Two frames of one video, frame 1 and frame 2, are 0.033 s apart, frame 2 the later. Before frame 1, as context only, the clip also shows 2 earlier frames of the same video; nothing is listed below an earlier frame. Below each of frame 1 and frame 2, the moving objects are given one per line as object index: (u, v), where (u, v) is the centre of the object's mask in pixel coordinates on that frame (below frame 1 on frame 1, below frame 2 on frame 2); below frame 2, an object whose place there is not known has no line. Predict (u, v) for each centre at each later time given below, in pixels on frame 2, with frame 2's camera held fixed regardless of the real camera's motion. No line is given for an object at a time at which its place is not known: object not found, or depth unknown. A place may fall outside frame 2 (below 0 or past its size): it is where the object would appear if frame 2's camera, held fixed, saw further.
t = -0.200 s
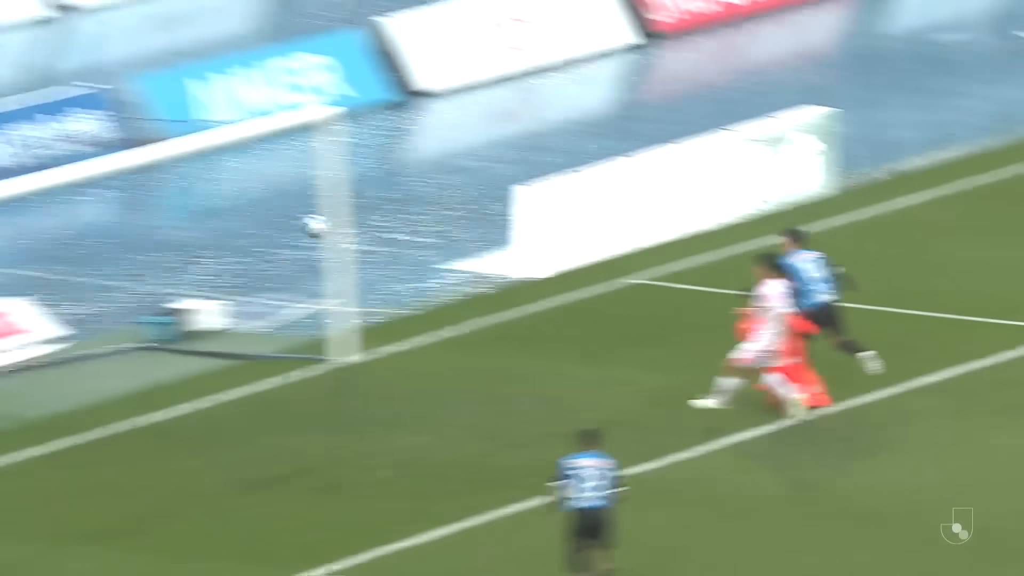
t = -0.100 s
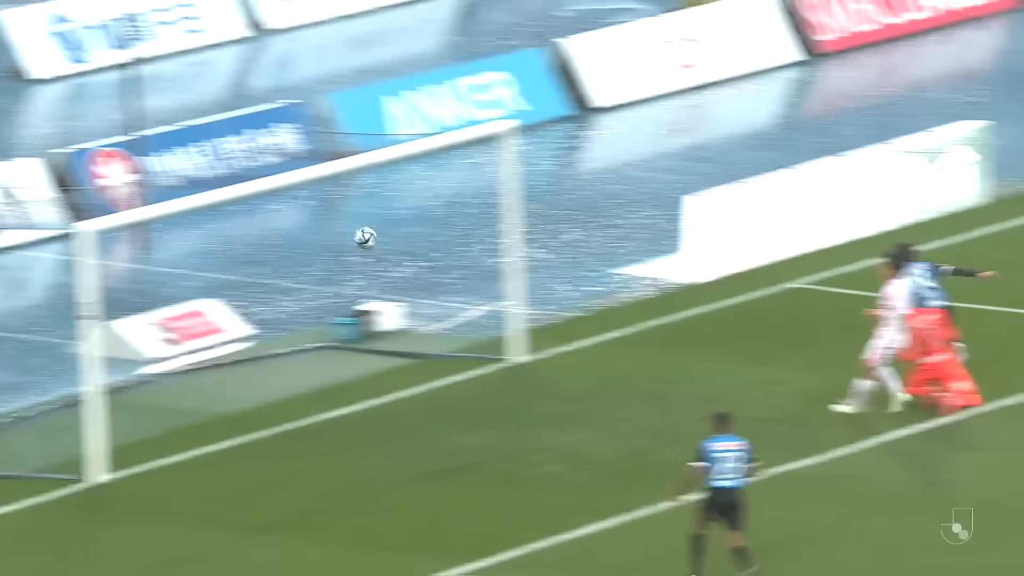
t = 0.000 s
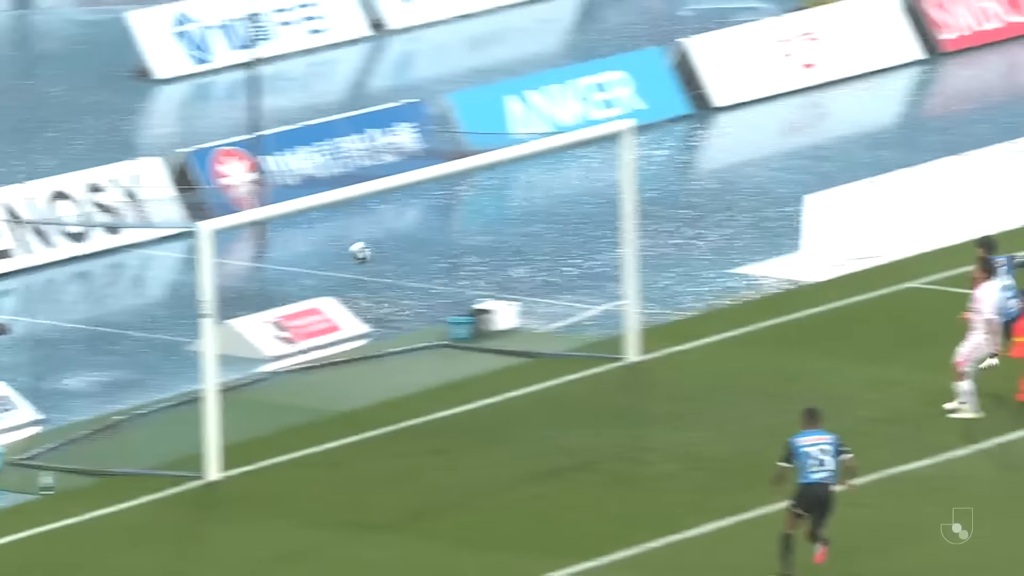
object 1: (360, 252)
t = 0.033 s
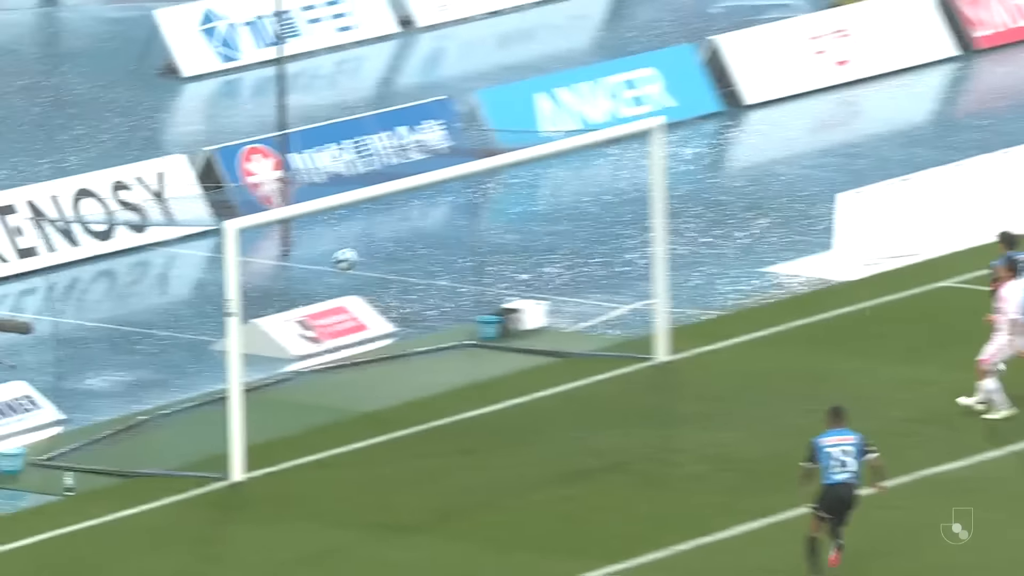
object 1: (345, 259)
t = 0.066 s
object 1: (306, 268)
